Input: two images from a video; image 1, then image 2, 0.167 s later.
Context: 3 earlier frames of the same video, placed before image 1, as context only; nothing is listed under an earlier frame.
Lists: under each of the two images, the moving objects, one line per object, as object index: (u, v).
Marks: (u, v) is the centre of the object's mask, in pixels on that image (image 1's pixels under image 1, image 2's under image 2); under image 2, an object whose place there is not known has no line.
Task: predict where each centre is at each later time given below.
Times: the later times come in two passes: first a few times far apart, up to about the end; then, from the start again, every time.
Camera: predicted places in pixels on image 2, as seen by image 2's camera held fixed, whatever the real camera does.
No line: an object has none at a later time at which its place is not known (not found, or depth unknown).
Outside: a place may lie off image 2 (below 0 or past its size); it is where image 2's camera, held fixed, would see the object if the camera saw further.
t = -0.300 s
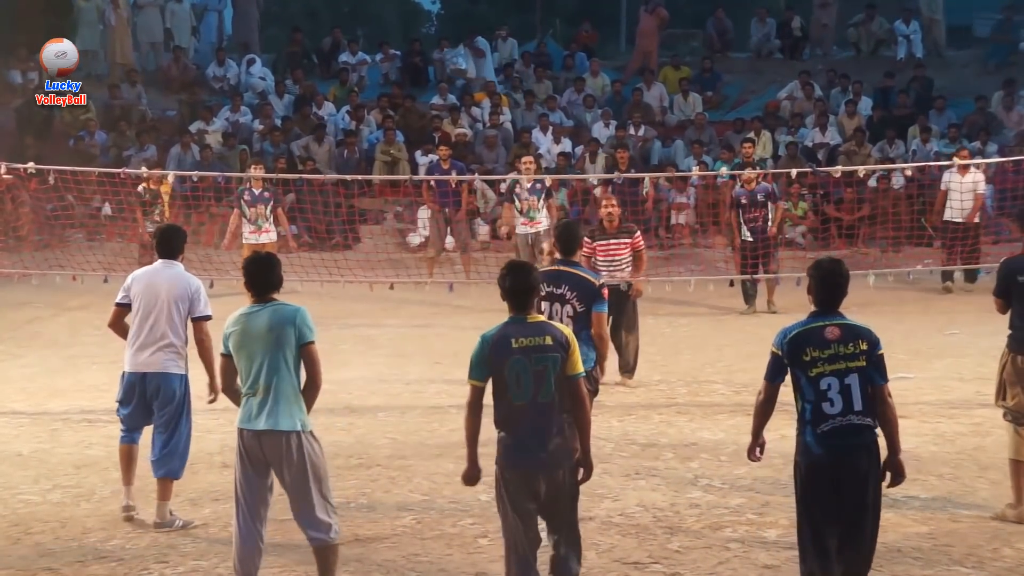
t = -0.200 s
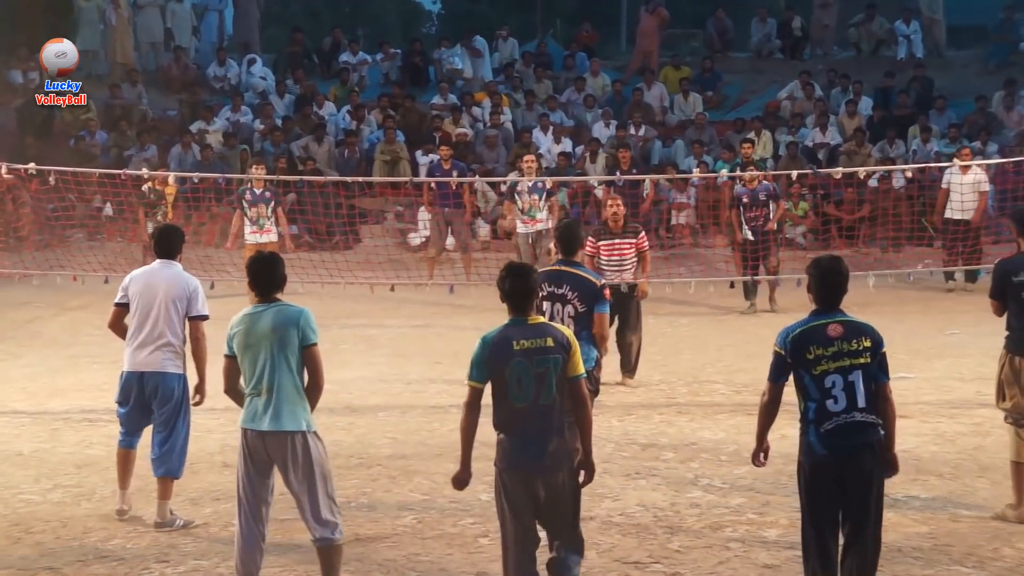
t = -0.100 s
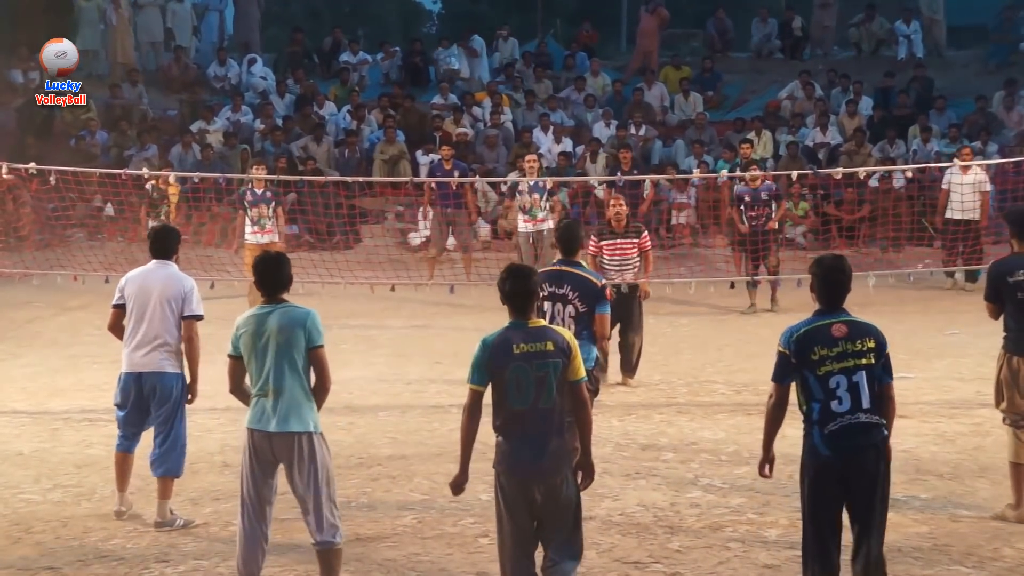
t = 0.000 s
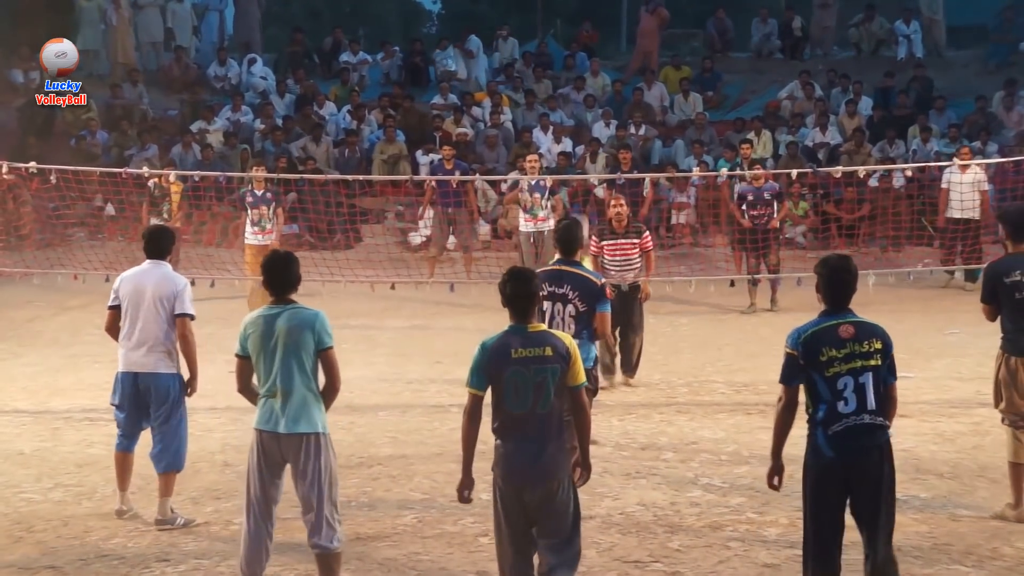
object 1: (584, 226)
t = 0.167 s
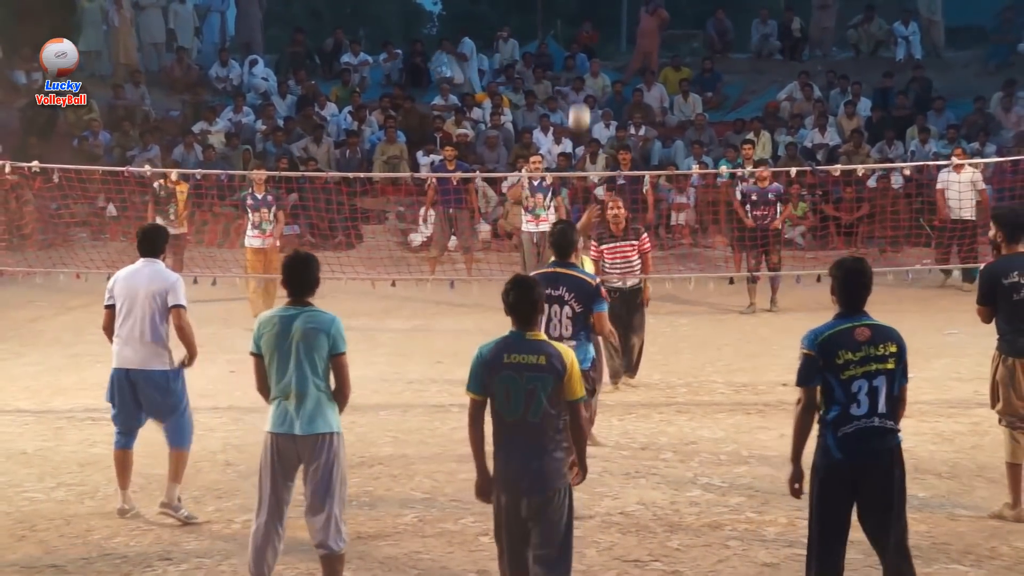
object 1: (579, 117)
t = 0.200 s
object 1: (580, 99)
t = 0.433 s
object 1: (582, 12)
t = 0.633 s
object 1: (584, 5)
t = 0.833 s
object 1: (586, 48)
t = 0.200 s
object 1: (580, 99)
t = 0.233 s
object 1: (580, 81)
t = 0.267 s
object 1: (580, 66)
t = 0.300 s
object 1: (580, 52)
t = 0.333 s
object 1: (580, 40)
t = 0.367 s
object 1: (581, 29)
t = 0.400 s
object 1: (581, 20)
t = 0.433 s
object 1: (582, 12)
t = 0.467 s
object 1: (582, 8)
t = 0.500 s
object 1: (583, 5)
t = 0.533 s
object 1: (583, 4)
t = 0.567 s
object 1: (583, 4)
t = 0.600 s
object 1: (584, 4)
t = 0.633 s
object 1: (584, 5)
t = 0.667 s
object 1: (584, 7)
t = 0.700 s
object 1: (585, 10)
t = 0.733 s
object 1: (585, 15)
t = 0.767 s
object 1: (586, 25)
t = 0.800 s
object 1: (586, 36)
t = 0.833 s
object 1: (586, 48)
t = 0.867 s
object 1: (587, 64)
